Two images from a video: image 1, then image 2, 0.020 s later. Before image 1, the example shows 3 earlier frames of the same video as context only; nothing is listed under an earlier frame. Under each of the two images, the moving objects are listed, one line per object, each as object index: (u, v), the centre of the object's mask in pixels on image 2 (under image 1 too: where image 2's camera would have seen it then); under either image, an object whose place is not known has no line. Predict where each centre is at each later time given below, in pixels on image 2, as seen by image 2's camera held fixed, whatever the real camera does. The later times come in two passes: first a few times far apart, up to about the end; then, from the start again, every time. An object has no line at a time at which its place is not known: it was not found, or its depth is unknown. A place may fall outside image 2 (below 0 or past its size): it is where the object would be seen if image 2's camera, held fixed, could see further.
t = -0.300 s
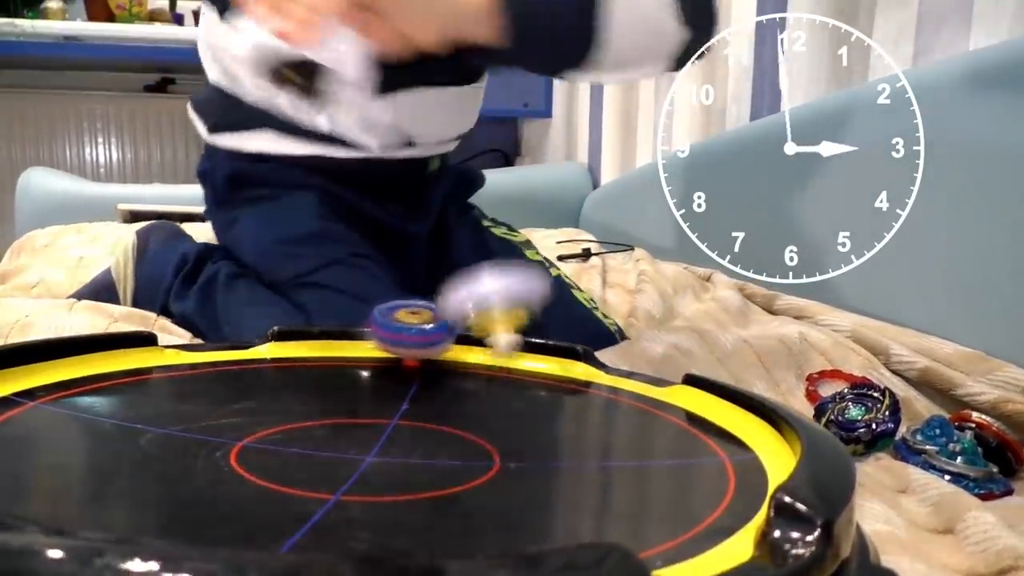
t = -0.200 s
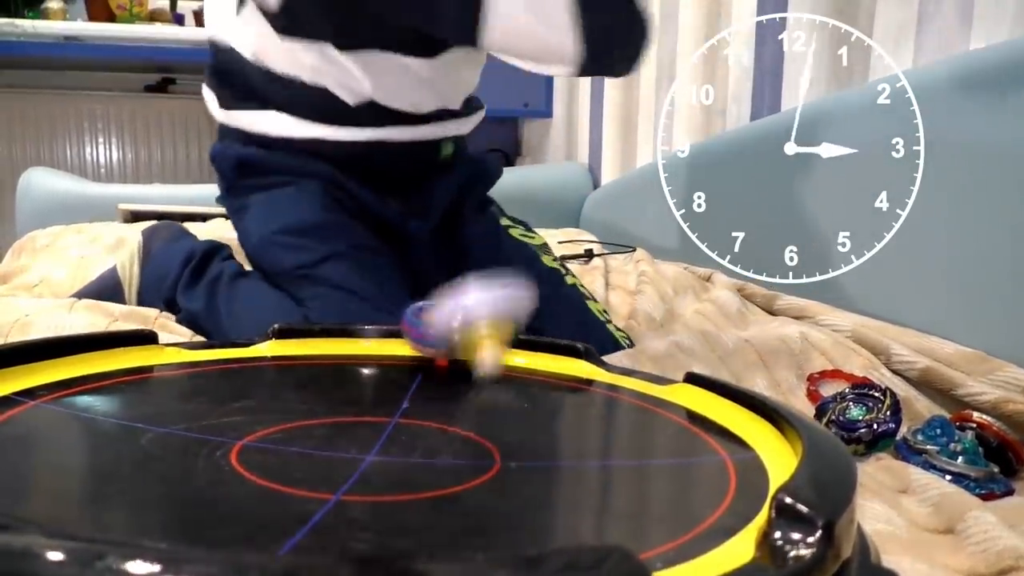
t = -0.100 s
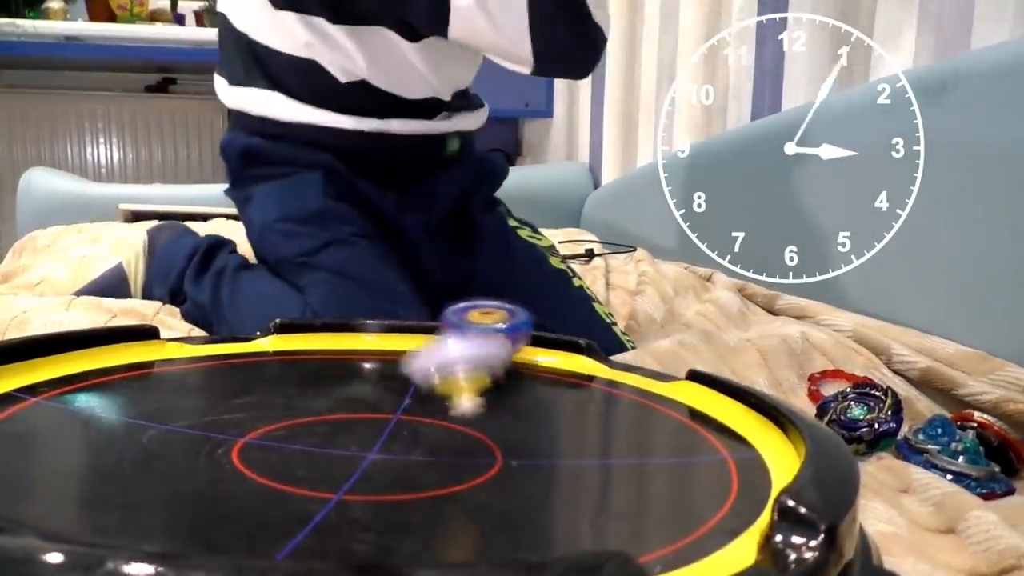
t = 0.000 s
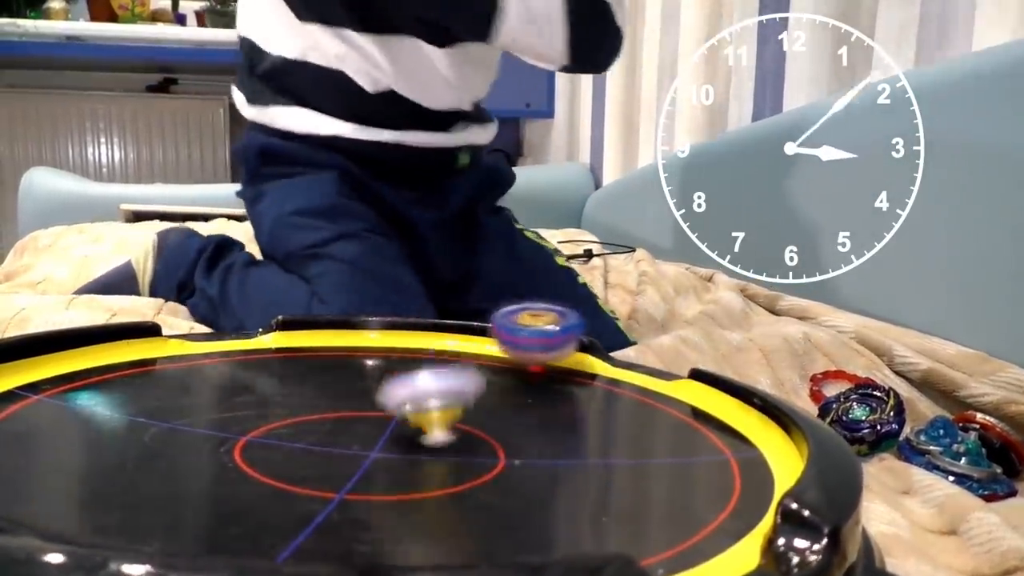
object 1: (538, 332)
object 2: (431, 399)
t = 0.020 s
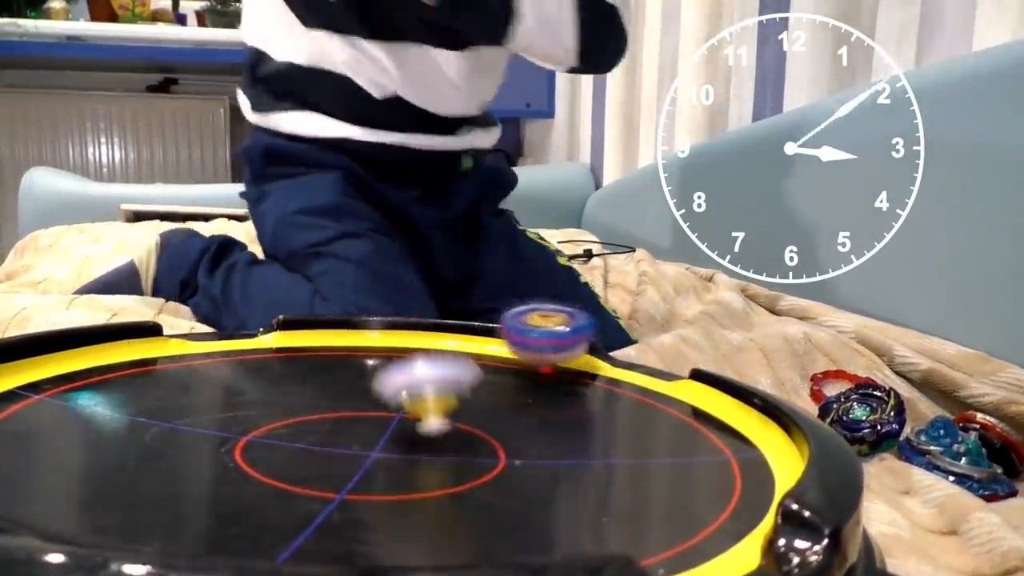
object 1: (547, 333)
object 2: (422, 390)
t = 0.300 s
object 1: (661, 343)
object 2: (399, 378)
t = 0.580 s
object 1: (588, 340)
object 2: (434, 385)
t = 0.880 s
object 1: (423, 365)
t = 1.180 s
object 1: (351, 412)
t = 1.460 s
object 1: (488, 435)
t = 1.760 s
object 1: (562, 388)
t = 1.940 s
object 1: (525, 358)
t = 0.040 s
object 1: (557, 333)
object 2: (419, 383)
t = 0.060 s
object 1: (565, 333)
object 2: (415, 384)
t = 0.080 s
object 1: (574, 334)
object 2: (411, 390)
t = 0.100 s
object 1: (583, 336)
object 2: (408, 385)
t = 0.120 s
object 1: (593, 336)
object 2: (405, 381)
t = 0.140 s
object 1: (602, 337)
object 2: (403, 384)
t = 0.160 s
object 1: (611, 338)
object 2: (401, 383)
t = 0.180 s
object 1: (620, 339)
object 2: (400, 381)
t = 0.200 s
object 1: (629, 339)
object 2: (400, 383)
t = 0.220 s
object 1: (637, 340)
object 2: (399, 380)
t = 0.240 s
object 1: (644, 341)
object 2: (399, 381)
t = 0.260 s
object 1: (649, 342)
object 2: (398, 380)
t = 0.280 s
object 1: (655, 342)
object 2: (398, 379)
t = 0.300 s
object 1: (661, 343)
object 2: (399, 378)
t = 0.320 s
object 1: (666, 344)
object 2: (399, 378)
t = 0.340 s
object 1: (669, 344)
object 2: (400, 377)
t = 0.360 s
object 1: (672, 344)
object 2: (401, 378)
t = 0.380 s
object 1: (672, 343)
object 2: (403, 378)
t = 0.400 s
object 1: (670, 342)
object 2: (405, 378)
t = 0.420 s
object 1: (666, 342)
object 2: (407, 378)
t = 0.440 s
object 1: (660, 341)
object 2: (409, 378)
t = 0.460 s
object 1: (652, 340)
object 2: (412, 379)
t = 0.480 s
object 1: (642, 339)
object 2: (414, 380)
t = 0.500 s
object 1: (632, 339)
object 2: (418, 381)
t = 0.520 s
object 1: (621, 339)
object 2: (421, 382)
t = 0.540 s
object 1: (610, 339)
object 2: (425, 383)
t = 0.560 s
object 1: (599, 339)
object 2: (429, 384)
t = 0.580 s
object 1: (588, 340)
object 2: (434, 385)
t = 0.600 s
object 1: (577, 341)
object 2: (437, 387)
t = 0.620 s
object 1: (565, 342)
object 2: (443, 388)
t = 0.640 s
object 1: (554, 343)
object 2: (448, 389)
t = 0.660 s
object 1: (542, 344)
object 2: (456, 388)
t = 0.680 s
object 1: (532, 345)
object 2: (461, 390)
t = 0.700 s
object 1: (523, 345)
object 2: (466, 390)
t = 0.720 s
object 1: (513, 344)
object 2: (472, 391)
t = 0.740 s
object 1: (503, 343)
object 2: (477, 392)
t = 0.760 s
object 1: (491, 343)
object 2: (483, 392)
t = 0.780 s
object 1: (479, 344)
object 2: (487, 393)
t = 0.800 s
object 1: (462, 349)
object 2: (493, 395)
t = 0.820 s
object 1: (451, 353)
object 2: (497, 397)
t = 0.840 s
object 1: (441, 359)
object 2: (501, 398)
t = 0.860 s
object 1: (431, 363)
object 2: (504, 399)
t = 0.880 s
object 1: (423, 365)
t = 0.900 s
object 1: (414, 369)
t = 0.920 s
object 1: (407, 372)
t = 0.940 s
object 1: (398, 374)
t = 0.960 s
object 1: (391, 376)
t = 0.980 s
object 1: (384, 378)
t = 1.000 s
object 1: (376, 381)
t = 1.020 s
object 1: (369, 384)
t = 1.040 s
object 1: (363, 387)
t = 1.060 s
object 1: (358, 390)
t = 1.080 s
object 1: (354, 393)
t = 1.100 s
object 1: (349, 397)
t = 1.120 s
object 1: (347, 401)
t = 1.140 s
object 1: (348, 405)
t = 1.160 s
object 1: (347, 408)
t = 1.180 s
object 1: (351, 412)
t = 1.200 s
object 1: (354, 415)
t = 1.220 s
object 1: (359, 418)
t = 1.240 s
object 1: (365, 421)
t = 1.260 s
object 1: (372, 424)
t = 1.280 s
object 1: (381, 426)
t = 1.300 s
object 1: (391, 428)
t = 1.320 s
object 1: (400, 431)
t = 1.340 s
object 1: (411, 433)
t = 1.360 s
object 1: (424, 434)
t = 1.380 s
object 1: (437, 436)
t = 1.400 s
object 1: (449, 436)
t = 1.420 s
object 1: (463, 437)
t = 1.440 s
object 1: (475, 436)
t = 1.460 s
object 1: (488, 435)
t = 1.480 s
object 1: (499, 433)
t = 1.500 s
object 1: (509, 431)
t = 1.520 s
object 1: (520, 428)
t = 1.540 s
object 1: (530, 425)
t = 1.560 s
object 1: (538, 423)
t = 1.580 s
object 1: (544, 420)
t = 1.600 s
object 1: (551, 416)
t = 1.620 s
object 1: (556, 413)
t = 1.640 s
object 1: (559, 409)
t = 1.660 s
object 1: (562, 406)
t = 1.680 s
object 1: (563, 402)
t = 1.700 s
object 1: (564, 399)
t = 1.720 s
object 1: (564, 395)
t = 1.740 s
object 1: (563, 391)
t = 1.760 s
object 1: (562, 388)
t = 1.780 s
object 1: (559, 384)
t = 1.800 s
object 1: (557, 381)
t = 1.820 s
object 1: (554, 377)
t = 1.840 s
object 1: (550, 374)
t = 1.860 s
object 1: (545, 370)
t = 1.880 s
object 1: (541, 367)
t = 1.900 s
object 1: (535, 363)
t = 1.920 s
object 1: (530, 361)
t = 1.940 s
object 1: (525, 358)
